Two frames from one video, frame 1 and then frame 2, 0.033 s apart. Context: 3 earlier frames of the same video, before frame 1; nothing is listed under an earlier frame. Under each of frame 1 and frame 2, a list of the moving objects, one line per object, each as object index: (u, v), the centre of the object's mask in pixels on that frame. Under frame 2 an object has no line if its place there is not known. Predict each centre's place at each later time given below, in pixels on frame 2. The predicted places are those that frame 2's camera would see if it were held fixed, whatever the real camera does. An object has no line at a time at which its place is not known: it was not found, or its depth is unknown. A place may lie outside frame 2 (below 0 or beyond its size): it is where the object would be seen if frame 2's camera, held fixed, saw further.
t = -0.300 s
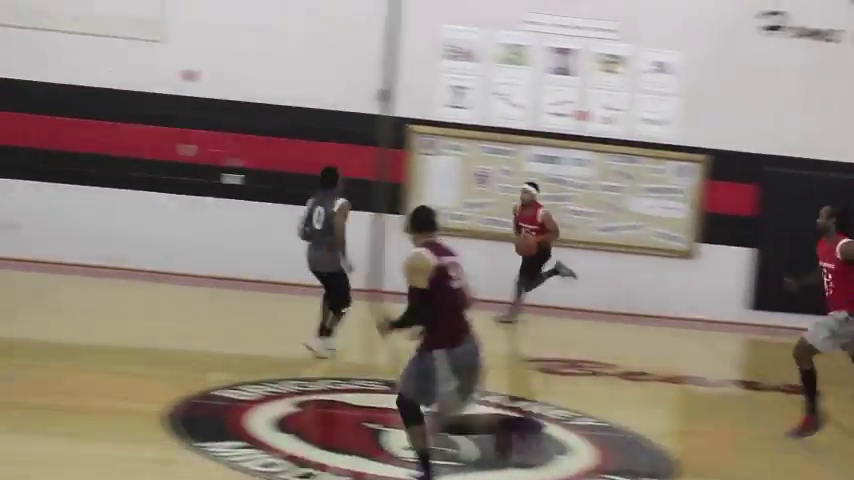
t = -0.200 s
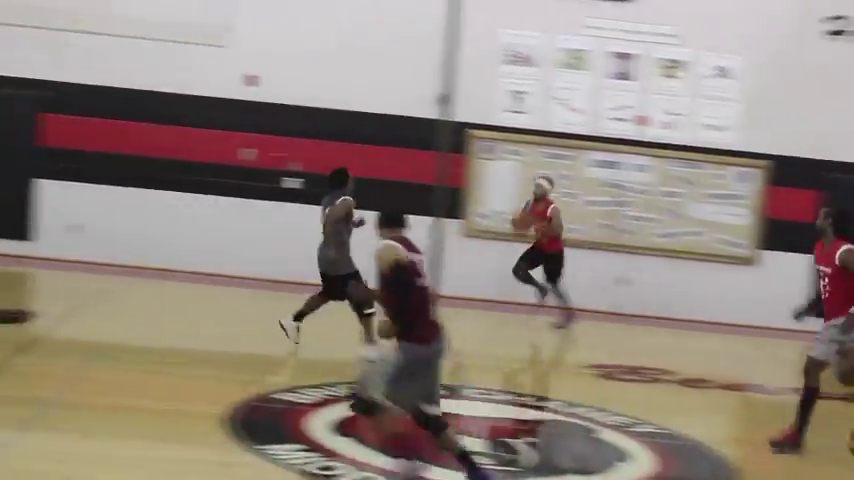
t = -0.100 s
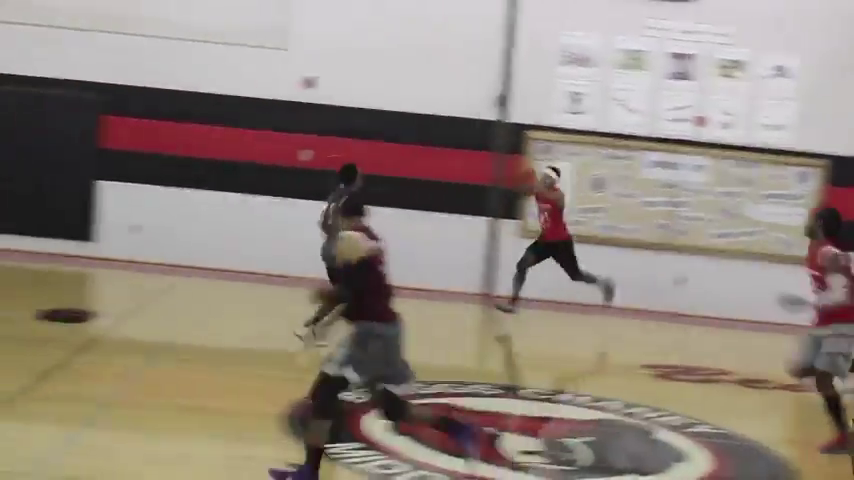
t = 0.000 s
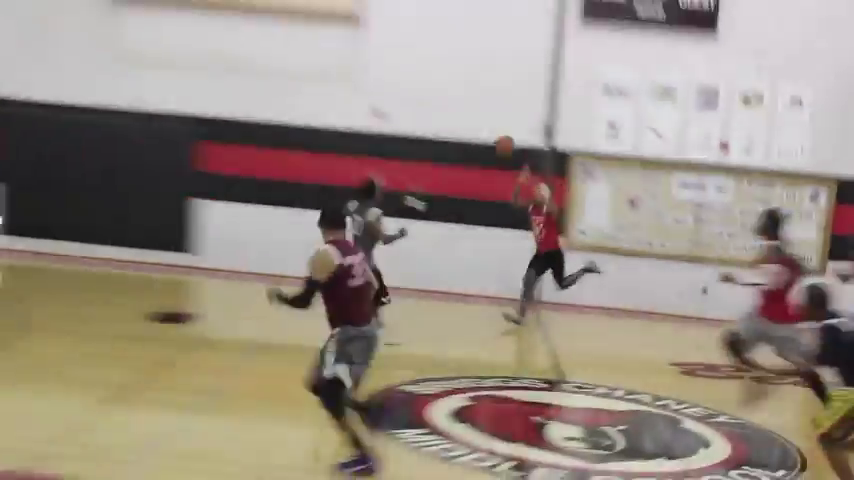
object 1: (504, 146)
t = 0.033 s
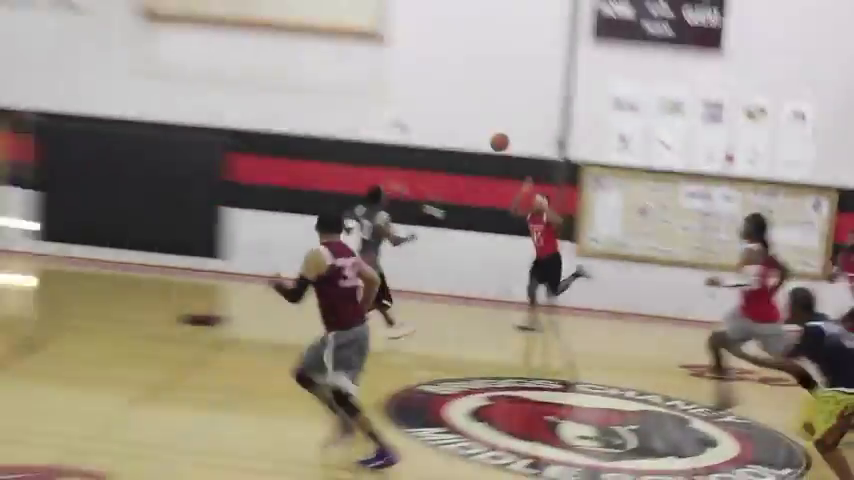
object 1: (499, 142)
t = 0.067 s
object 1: (478, 128)
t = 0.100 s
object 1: (455, 115)
